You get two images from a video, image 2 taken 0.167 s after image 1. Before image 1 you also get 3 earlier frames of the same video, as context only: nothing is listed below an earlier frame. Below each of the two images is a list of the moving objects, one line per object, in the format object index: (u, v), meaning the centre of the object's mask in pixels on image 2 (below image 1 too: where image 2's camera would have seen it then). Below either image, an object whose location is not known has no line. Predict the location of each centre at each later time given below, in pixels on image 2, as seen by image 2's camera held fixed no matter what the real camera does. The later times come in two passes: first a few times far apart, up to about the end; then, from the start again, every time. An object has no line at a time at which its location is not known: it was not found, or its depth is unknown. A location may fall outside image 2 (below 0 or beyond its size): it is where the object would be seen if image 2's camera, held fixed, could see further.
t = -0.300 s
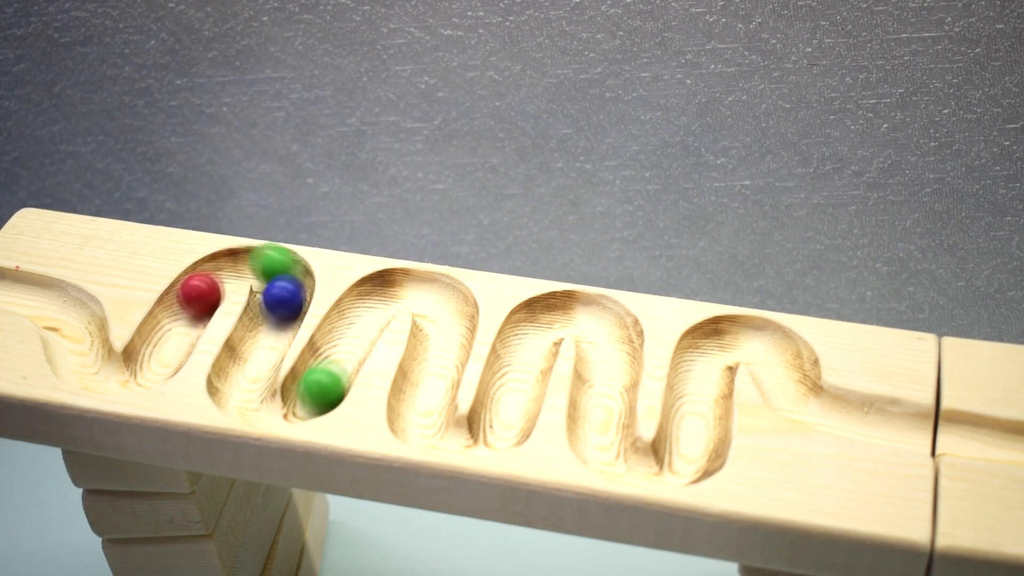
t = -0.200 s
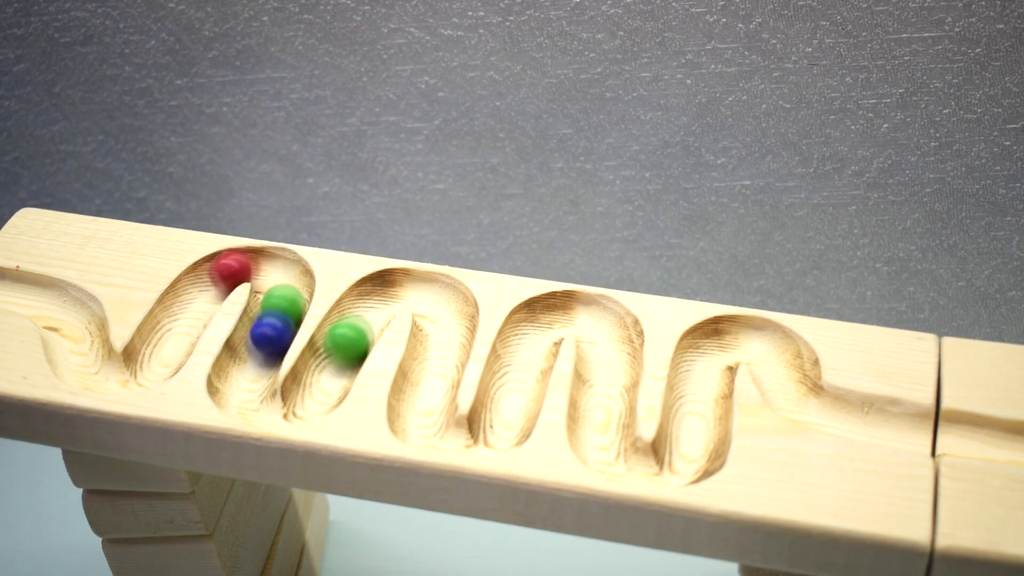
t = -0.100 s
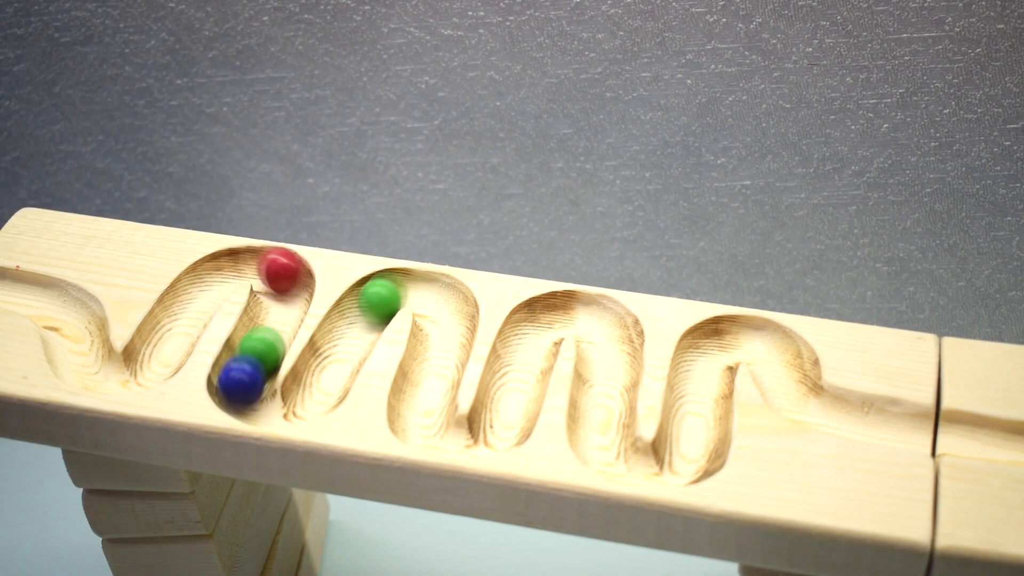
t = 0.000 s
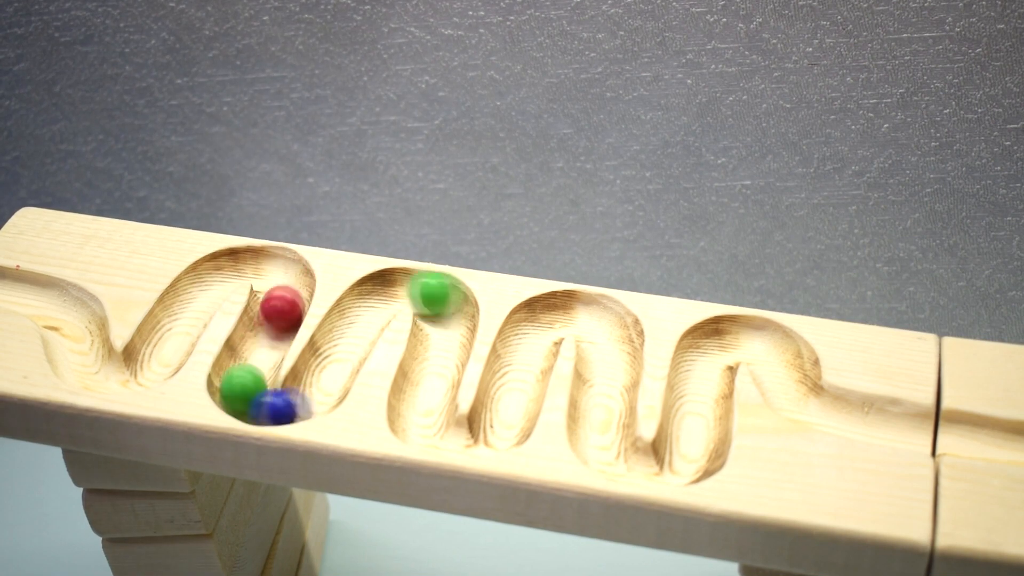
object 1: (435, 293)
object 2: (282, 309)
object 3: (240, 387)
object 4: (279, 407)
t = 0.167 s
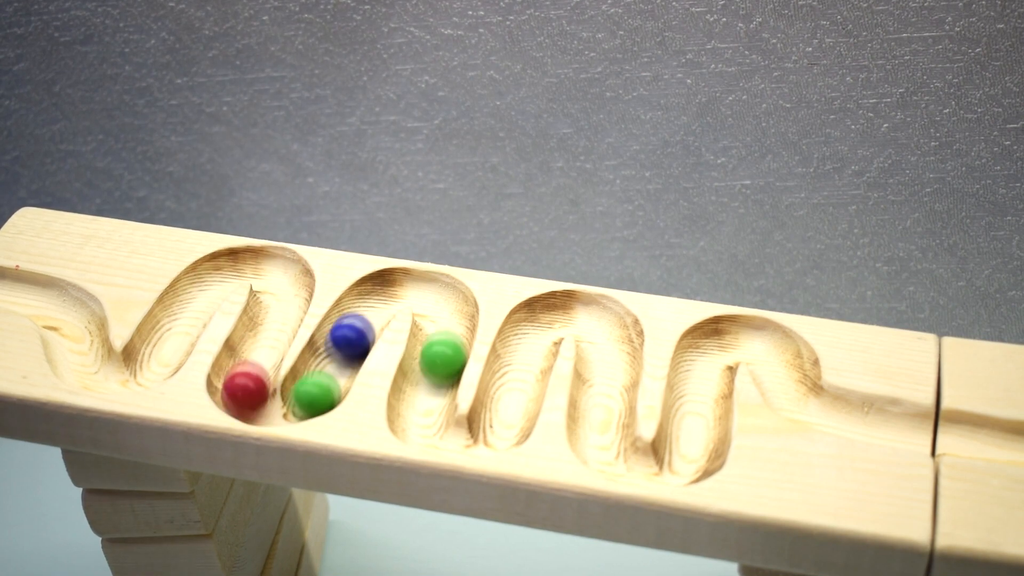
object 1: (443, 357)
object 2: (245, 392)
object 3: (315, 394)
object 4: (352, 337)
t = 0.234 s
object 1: (429, 389)
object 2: (264, 408)
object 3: (337, 365)
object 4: (373, 307)
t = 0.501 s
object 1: (516, 402)
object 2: (369, 307)
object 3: (444, 296)
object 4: (441, 349)
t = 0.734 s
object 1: (566, 310)
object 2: (447, 341)
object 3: (422, 403)
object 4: (445, 437)
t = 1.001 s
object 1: (607, 422)
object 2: (482, 438)
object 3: (518, 387)
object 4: (536, 336)
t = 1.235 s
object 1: (702, 433)
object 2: (539, 335)
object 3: (592, 312)
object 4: (616, 358)
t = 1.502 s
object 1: (752, 336)
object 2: (618, 368)
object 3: (609, 445)
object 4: (680, 464)
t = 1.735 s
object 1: (847, 418)
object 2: (651, 467)
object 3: (703, 414)
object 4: (710, 363)
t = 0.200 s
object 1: (440, 372)
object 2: (247, 402)
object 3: (327, 380)
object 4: (362, 321)
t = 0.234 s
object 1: (429, 389)
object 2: (264, 408)
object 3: (337, 365)
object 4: (373, 307)
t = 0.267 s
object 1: (422, 404)
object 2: (286, 407)
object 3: (346, 348)
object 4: (388, 290)
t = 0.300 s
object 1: (420, 418)
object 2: (309, 399)
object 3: (353, 334)
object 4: (402, 282)
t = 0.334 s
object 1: (426, 431)
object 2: (323, 386)
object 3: (361, 321)
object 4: (421, 290)
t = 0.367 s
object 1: (449, 437)
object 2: (334, 368)
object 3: (374, 304)
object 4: (443, 296)
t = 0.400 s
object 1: (467, 439)
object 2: (344, 351)
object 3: (384, 293)
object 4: (447, 307)
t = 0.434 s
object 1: (496, 433)
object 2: (351, 337)
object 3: (402, 283)
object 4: (453, 321)
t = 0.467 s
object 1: (510, 421)
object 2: (360, 321)
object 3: (424, 290)
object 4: (447, 335)
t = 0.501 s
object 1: (516, 402)
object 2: (369, 307)
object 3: (444, 296)
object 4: (441, 349)
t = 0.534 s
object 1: (520, 387)
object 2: (382, 294)
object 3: (452, 310)
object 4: (438, 365)
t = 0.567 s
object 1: (523, 369)
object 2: (398, 283)
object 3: (452, 323)
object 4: (437, 377)
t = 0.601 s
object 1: (528, 355)
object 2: (419, 286)
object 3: (445, 340)
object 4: (432, 392)
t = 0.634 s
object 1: (535, 342)
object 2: (441, 293)
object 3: (442, 357)
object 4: (422, 409)
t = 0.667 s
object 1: (542, 326)
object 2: (451, 308)
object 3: (440, 370)
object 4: (419, 421)
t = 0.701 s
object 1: (549, 315)
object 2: (453, 321)
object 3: (432, 387)
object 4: (424, 430)
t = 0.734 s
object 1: (566, 310)
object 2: (447, 341)
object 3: (422, 403)
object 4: (445, 437)
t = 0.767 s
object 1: (591, 311)
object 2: (441, 357)
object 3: (419, 420)
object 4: (468, 439)
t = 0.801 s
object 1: (603, 319)
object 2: (437, 373)
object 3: (424, 430)
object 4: (497, 432)
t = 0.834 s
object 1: (613, 335)
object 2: (431, 393)
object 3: (446, 436)
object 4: (512, 417)
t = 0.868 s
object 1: (615, 350)
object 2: (424, 411)
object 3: (475, 439)
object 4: (516, 403)
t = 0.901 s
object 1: (615, 368)
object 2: (420, 426)
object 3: (497, 432)
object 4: (519, 383)
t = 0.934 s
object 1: (612, 386)
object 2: (436, 433)
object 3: (511, 420)
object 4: (525, 366)
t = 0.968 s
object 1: (608, 402)
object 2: (463, 437)
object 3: (516, 403)
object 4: (531, 352)
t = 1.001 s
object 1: (607, 422)
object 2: (482, 438)
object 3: (518, 387)
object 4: (536, 336)
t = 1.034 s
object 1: (607, 444)
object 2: (505, 427)
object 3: (524, 371)
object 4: (542, 323)
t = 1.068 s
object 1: (613, 457)
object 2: (515, 410)
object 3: (529, 354)
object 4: (552, 309)
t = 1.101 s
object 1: (630, 464)
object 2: (518, 395)
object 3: (535, 340)
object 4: (570, 308)
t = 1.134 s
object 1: (662, 468)
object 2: (520, 379)
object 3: (542, 327)
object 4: (596, 312)
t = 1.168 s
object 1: (686, 462)
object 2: (525, 364)
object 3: (555, 313)
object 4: (607, 323)
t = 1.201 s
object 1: (695, 450)
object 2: (531, 351)
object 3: (568, 306)
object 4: (613, 340)
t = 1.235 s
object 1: (702, 433)
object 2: (539, 335)
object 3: (592, 312)
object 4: (616, 358)
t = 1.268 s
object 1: (703, 414)
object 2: (546, 321)
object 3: (609, 323)
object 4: (615, 374)
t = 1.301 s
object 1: (703, 398)
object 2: (554, 310)
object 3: (614, 337)
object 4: (610, 392)
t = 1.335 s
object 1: (705, 384)
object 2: (573, 311)
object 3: (614, 355)
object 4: (606, 412)
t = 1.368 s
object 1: (710, 368)
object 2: (598, 313)
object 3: (615, 372)
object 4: (605, 429)
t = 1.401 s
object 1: (714, 356)
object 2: (608, 321)
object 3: (612, 388)
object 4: (608, 449)
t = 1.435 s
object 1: (718, 342)
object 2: (611, 339)
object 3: (607, 408)
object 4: (621, 462)
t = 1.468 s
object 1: (730, 334)
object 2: (617, 355)
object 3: (606, 424)
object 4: (645, 466)
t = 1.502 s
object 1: (752, 336)
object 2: (618, 368)
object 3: (609, 445)
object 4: (680, 464)
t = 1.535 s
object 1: (769, 342)
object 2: (609, 386)
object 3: (618, 461)
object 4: (692, 456)
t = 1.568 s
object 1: (782, 353)
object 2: (603, 404)
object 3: (643, 466)
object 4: (701, 439)
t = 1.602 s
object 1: (788, 369)
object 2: (602, 418)
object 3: (671, 466)
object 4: (704, 422)
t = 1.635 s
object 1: (791, 387)
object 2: (606, 437)
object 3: (690, 459)
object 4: (703, 405)
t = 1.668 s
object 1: (797, 399)
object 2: (616, 456)
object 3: (698, 444)
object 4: (702, 390)
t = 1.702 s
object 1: (820, 410)
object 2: (627, 464)
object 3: (701, 428)
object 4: (705, 374)
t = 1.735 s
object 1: (847, 418)
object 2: (651, 467)
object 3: (703, 414)
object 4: (710, 363)
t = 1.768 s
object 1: (890, 427)
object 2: (675, 466)
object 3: (705, 398)
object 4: (718, 349)
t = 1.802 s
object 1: (918, 432)
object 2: (696, 454)
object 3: (708, 384)
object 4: (726, 335)
